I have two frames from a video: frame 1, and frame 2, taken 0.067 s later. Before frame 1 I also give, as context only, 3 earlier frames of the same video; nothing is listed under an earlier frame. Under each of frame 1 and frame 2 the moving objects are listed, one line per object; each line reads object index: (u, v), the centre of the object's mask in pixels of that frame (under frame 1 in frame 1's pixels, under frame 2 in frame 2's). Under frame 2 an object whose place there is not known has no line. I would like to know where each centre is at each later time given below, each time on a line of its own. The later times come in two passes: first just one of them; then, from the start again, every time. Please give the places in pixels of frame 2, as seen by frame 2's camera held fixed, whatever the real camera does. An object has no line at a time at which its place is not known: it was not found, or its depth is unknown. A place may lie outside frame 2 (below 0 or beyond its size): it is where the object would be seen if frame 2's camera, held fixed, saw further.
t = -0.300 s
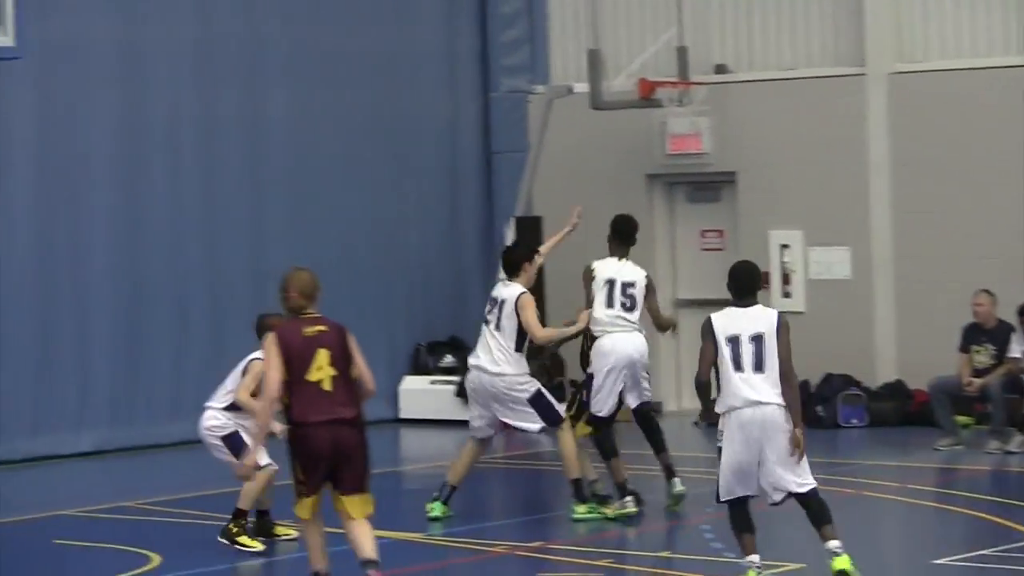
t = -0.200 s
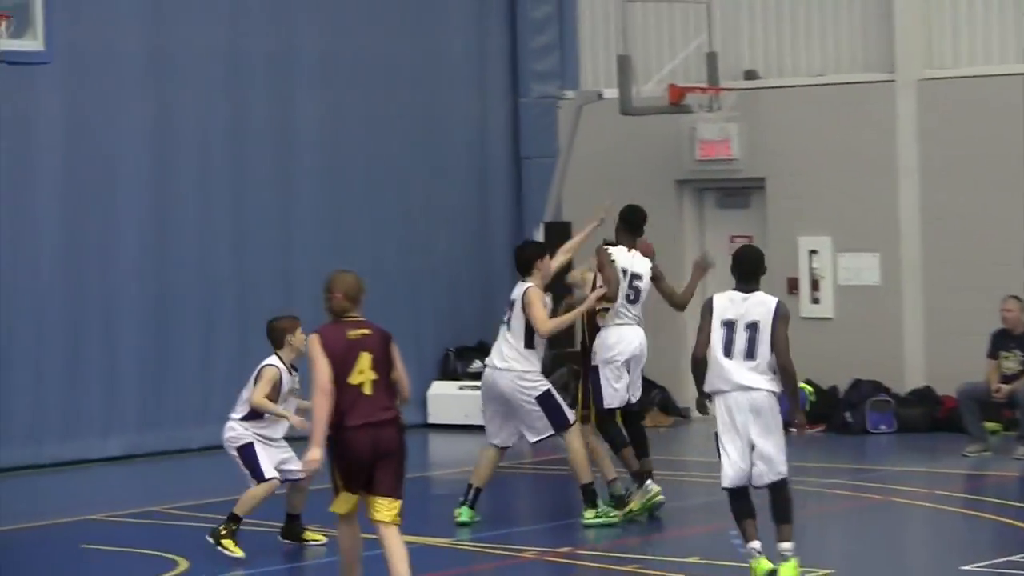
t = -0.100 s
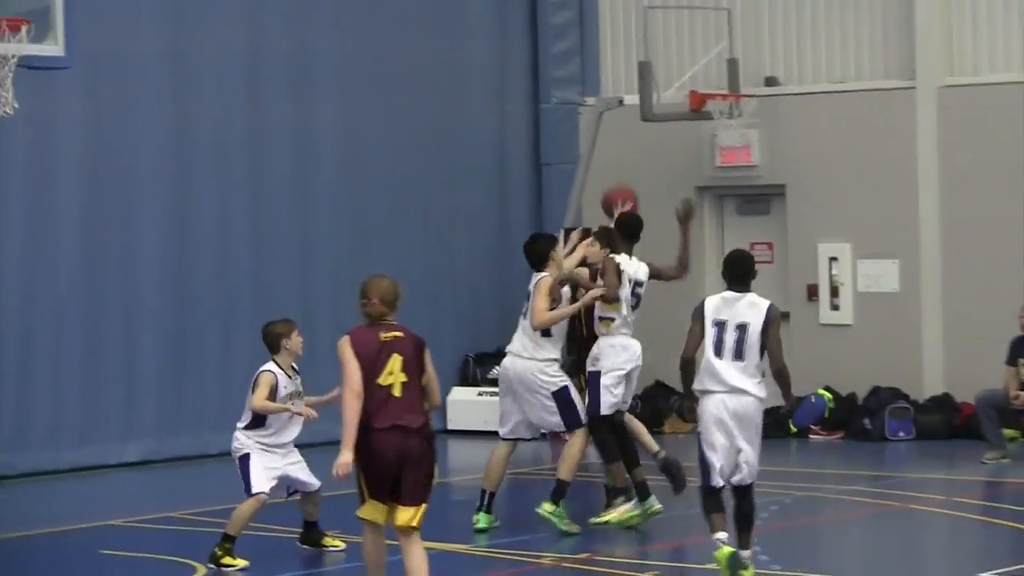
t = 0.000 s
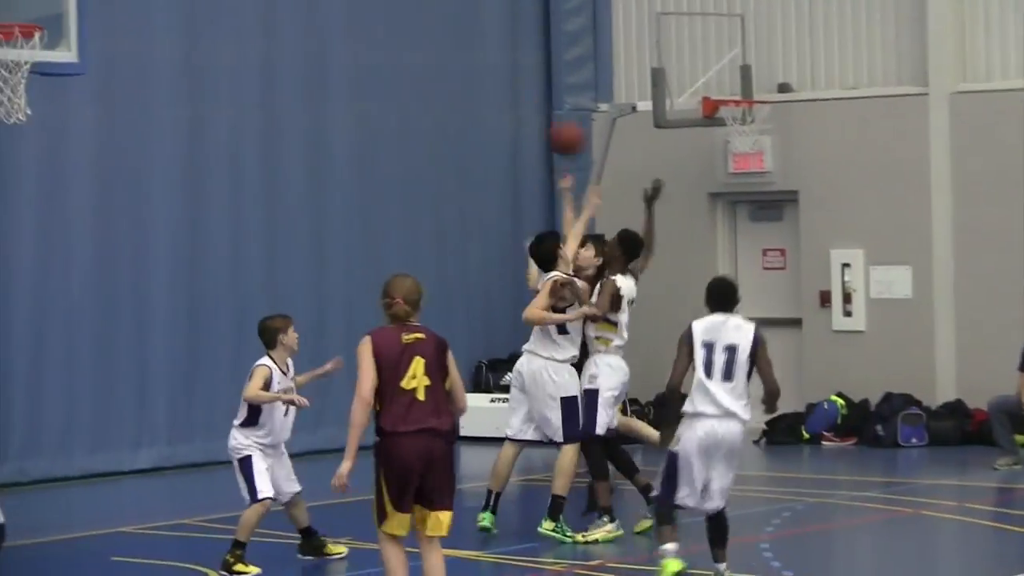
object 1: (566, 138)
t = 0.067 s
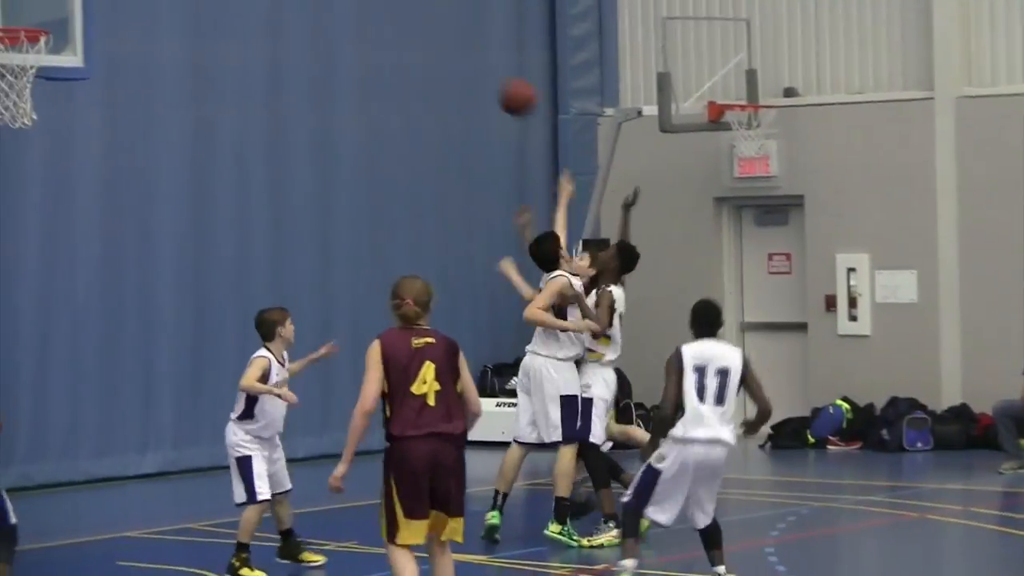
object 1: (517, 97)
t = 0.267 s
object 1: (351, 1)
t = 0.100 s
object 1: (490, 77)
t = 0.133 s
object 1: (462, 59)
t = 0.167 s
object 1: (435, 40)
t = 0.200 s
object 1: (407, 25)
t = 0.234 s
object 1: (379, 11)
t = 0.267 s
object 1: (351, 1)
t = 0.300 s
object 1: (322, -5)
